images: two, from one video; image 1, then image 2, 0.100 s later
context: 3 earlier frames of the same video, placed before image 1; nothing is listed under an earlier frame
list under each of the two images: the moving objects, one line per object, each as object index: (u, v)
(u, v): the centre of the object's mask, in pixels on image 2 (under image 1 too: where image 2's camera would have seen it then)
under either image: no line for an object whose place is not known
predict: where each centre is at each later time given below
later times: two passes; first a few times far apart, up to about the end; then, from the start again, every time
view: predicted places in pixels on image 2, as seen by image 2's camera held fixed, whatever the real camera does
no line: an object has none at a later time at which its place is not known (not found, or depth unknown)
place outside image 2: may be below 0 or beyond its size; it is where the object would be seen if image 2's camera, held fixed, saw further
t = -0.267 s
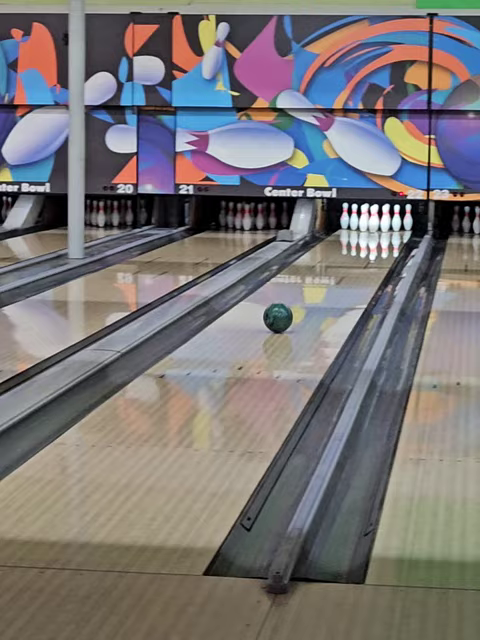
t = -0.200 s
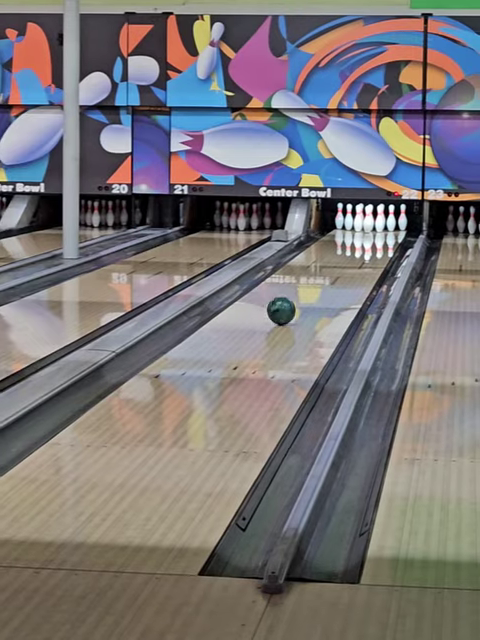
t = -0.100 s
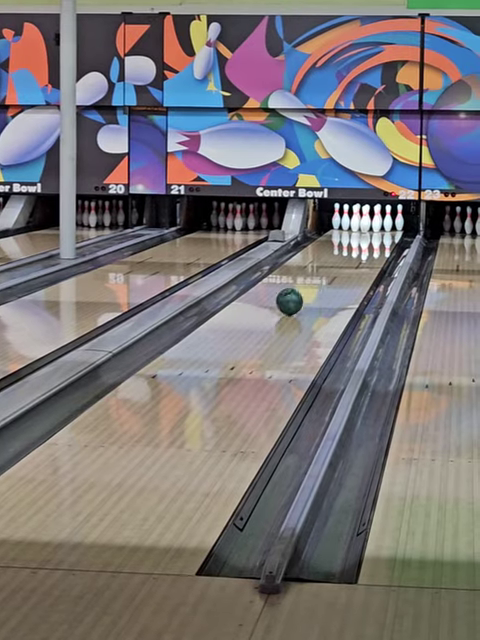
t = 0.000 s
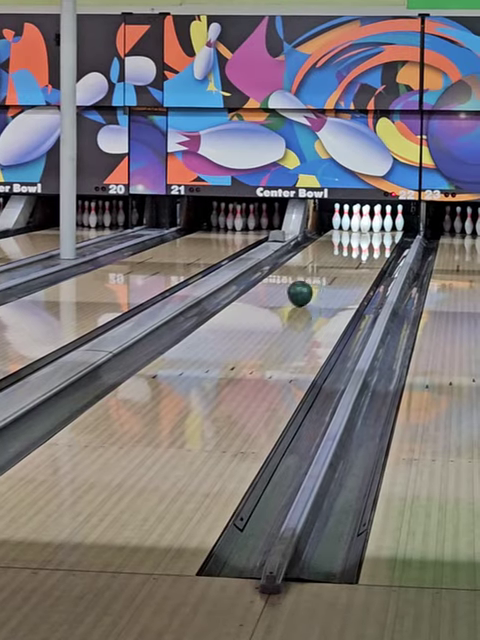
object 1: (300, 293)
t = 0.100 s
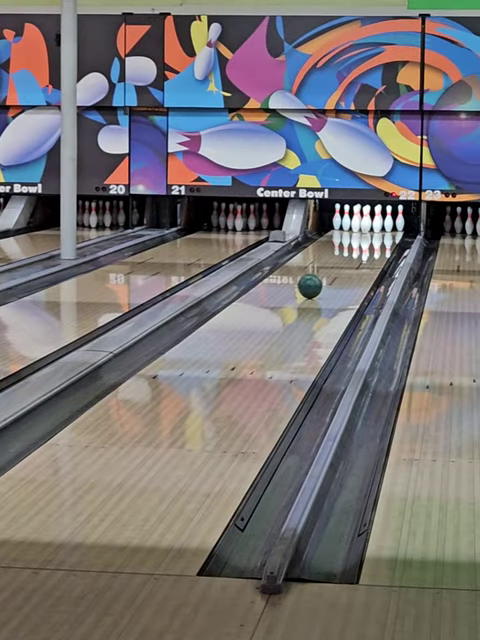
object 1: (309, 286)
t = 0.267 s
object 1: (323, 274)
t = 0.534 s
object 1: (341, 260)
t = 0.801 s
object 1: (356, 247)
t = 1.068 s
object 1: (368, 237)
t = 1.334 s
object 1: (377, 230)
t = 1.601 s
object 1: (393, 225)
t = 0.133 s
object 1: (312, 284)
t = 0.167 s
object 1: (315, 282)
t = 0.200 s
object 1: (318, 279)
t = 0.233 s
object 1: (321, 277)
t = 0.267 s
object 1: (323, 274)
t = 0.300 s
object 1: (325, 273)
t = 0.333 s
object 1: (328, 271)
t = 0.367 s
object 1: (330, 269)
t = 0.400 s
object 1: (332, 267)
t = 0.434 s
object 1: (334, 265)
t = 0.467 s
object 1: (337, 264)
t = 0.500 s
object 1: (339, 262)
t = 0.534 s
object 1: (341, 260)
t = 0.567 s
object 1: (342, 259)
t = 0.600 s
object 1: (344, 257)
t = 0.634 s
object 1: (348, 253)
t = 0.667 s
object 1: (350, 252)
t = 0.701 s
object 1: (352, 251)
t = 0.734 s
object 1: (353, 250)
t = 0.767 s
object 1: (355, 248)
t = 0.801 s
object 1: (356, 247)
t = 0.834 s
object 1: (358, 245)
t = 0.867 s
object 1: (359, 244)
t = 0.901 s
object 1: (361, 243)
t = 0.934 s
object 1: (363, 242)
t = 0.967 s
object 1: (364, 241)
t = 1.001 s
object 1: (365, 240)
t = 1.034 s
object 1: (367, 238)
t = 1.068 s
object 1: (368, 237)
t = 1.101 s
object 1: (369, 237)
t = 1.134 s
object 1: (371, 236)
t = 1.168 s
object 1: (372, 234)
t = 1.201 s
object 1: (373, 234)
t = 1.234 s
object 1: (374, 233)
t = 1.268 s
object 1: (376, 232)
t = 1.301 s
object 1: (376, 231)
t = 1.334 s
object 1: (377, 230)
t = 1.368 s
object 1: (378, 230)
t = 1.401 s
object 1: (380, 229)
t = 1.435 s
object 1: (381, 228)
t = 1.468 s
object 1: (382, 227)
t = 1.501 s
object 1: (383, 227)
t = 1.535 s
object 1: (384, 226)
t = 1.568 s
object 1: (388, 225)
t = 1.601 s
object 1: (393, 225)
